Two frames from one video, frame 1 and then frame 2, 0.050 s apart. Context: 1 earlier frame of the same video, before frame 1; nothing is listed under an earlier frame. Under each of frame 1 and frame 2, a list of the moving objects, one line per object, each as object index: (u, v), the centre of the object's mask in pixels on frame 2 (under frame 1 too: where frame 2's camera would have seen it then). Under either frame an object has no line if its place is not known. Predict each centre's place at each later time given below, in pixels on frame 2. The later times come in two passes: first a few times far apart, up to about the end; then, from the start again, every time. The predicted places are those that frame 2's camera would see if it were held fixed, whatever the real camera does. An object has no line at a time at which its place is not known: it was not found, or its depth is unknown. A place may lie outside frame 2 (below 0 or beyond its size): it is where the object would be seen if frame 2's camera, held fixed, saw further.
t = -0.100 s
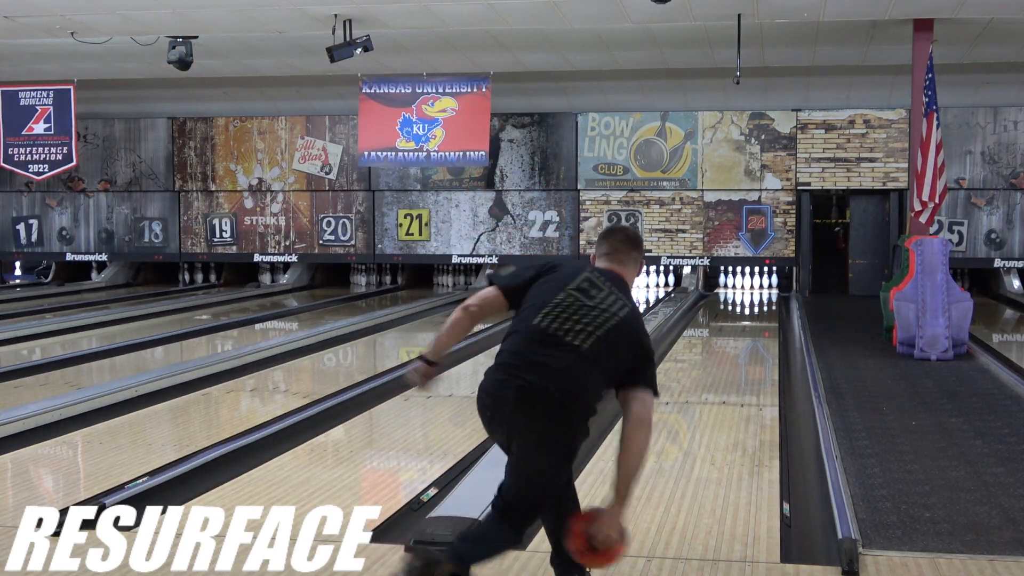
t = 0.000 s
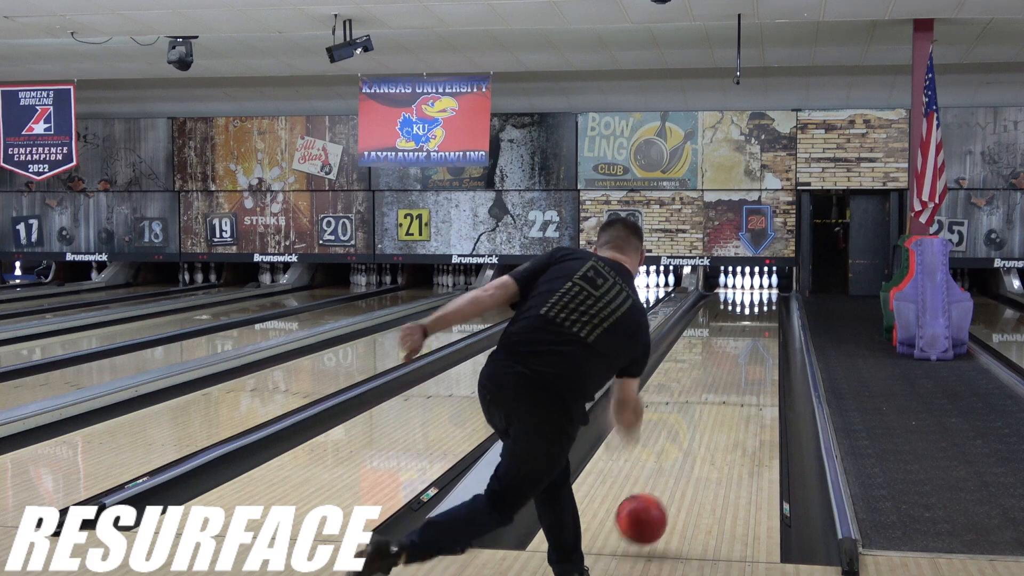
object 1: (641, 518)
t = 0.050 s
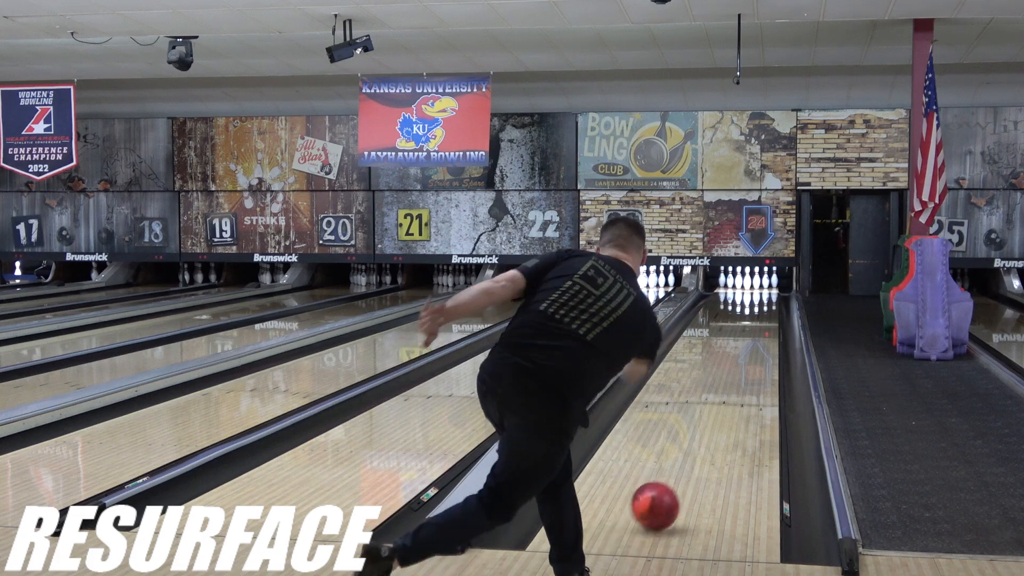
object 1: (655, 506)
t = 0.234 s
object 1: (692, 446)
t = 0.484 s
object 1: (723, 394)
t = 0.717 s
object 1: (741, 362)
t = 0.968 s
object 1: (753, 338)
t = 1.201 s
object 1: (761, 322)
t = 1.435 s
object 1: (766, 309)
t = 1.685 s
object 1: (766, 299)
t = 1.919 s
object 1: (762, 290)
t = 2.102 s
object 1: (755, 286)
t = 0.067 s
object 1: (659, 502)
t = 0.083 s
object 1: (663, 493)
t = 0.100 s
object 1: (667, 487)
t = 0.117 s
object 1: (671, 481)
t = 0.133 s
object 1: (674, 475)
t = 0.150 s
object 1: (677, 470)
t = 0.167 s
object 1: (680, 466)
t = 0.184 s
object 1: (684, 461)
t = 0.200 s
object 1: (686, 456)
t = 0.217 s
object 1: (689, 451)
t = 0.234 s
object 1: (692, 446)
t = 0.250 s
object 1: (694, 442)
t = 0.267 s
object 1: (697, 438)
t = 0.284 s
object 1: (699, 434)
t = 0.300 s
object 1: (702, 430)
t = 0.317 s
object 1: (704, 426)
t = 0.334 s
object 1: (706, 422)
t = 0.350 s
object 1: (708, 419)
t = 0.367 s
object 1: (710, 415)
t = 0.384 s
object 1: (712, 412)
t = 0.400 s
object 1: (714, 409)
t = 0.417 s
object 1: (716, 406)
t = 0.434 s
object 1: (718, 402)
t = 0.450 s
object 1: (720, 399)
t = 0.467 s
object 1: (721, 397)
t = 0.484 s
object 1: (723, 394)
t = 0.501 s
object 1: (724, 391)
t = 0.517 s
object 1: (726, 389)
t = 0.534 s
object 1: (727, 386)
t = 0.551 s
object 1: (729, 383)
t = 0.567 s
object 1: (730, 381)
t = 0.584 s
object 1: (731, 379)
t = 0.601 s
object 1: (733, 376)
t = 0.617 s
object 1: (734, 374)
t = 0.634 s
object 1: (735, 372)
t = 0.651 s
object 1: (736, 370)
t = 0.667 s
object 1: (737, 368)
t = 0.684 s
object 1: (738, 366)
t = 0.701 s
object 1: (740, 364)
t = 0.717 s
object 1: (741, 362)
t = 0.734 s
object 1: (742, 360)
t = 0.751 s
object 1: (743, 358)
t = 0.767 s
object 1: (744, 357)
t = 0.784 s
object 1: (744, 355)
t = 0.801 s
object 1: (745, 353)
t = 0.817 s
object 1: (746, 352)
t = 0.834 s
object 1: (747, 350)
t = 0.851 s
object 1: (748, 348)
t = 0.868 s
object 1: (749, 347)
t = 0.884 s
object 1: (749, 345)
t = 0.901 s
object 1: (750, 344)
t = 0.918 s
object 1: (751, 343)
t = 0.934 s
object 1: (752, 341)
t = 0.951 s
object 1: (752, 340)
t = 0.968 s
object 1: (753, 338)
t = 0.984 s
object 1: (754, 337)
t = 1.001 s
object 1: (754, 335)
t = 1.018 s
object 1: (755, 334)
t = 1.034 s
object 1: (755, 333)
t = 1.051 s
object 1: (756, 332)
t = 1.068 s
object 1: (757, 331)
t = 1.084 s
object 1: (757, 330)
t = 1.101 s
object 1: (758, 328)
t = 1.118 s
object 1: (758, 327)
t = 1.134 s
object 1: (759, 326)
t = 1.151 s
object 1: (759, 325)
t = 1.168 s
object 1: (760, 324)
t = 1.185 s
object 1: (761, 323)
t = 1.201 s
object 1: (761, 322)
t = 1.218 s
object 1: (761, 321)
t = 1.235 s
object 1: (762, 320)
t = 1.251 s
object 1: (762, 319)
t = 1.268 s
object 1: (762, 318)
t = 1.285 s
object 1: (763, 317)
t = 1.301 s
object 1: (763, 316)
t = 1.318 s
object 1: (763, 315)
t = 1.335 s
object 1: (764, 314)
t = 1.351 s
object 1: (764, 313)
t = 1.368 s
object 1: (764, 313)
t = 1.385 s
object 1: (764, 312)
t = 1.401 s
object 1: (765, 311)
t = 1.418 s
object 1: (765, 310)
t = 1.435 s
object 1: (766, 309)
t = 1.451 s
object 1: (766, 308)
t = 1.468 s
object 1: (766, 308)
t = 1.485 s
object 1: (766, 307)
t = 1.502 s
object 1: (766, 306)
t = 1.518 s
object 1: (766, 306)
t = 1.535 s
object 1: (766, 305)
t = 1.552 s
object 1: (767, 304)
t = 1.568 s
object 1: (767, 304)
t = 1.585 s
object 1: (767, 303)
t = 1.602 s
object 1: (767, 302)
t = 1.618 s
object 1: (767, 301)
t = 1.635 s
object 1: (767, 301)
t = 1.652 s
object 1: (767, 300)
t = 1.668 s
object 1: (767, 300)
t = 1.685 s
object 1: (766, 299)
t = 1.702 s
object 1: (766, 298)
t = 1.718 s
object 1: (766, 298)
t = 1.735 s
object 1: (766, 297)
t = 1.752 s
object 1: (766, 297)
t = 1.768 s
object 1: (765, 296)
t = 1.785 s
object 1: (765, 295)
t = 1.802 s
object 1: (765, 295)
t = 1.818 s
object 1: (765, 294)
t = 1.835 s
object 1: (764, 293)
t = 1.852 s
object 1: (764, 293)
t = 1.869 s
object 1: (763, 292)
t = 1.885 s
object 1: (763, 292)
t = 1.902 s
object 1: (762, 291)
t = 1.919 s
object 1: (762, 290)
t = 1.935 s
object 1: (761, 290)
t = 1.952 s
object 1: (760, 289)
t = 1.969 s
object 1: (760, 289)
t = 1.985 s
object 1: (759, 289)
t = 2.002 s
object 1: (759, 288)
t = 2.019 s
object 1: (758, 288)
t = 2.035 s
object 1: (757, 287)
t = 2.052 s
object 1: (757, 287)
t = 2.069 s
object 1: (756, 286)
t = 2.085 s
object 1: (755, 286)
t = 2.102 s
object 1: (755, 286)
